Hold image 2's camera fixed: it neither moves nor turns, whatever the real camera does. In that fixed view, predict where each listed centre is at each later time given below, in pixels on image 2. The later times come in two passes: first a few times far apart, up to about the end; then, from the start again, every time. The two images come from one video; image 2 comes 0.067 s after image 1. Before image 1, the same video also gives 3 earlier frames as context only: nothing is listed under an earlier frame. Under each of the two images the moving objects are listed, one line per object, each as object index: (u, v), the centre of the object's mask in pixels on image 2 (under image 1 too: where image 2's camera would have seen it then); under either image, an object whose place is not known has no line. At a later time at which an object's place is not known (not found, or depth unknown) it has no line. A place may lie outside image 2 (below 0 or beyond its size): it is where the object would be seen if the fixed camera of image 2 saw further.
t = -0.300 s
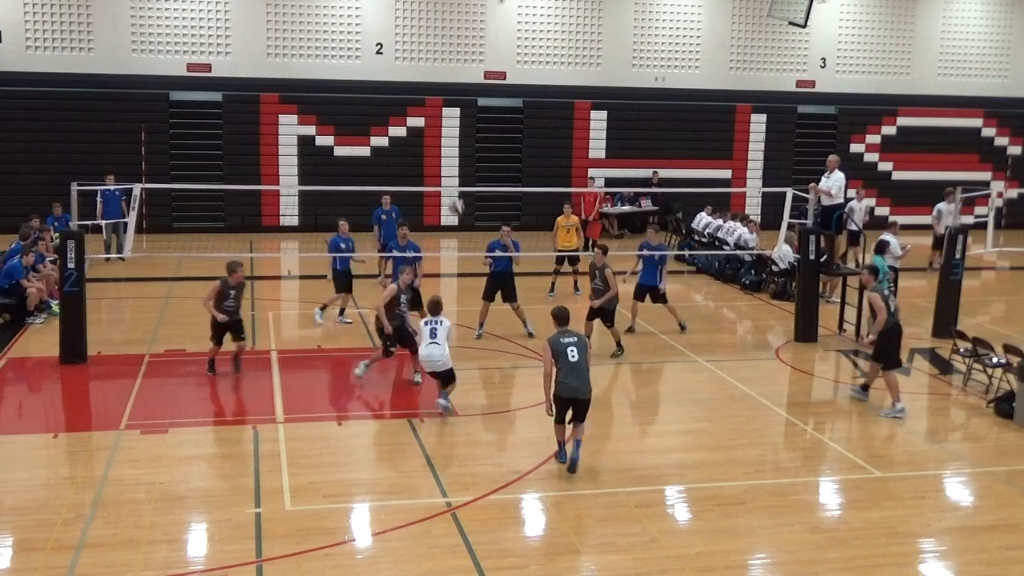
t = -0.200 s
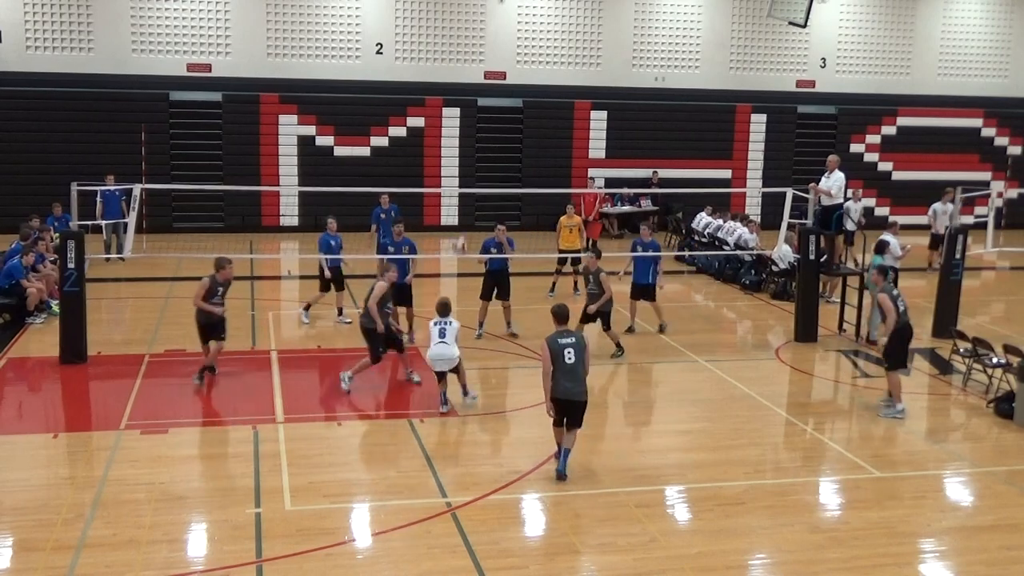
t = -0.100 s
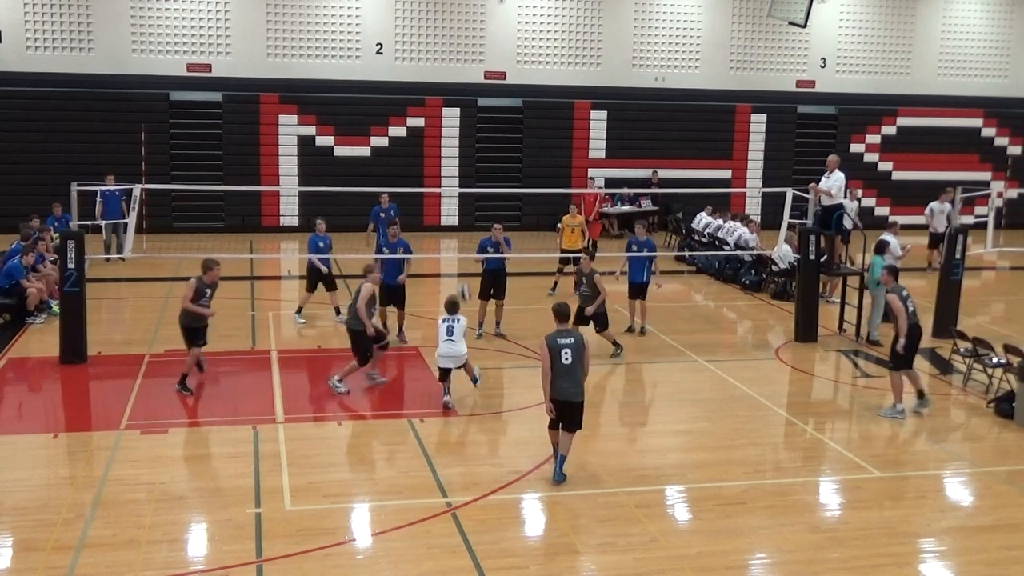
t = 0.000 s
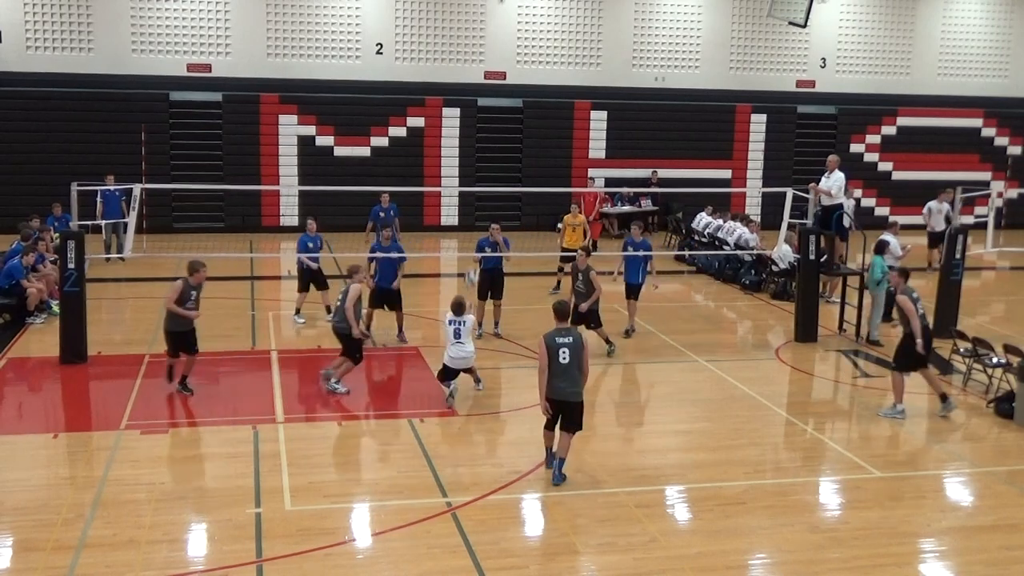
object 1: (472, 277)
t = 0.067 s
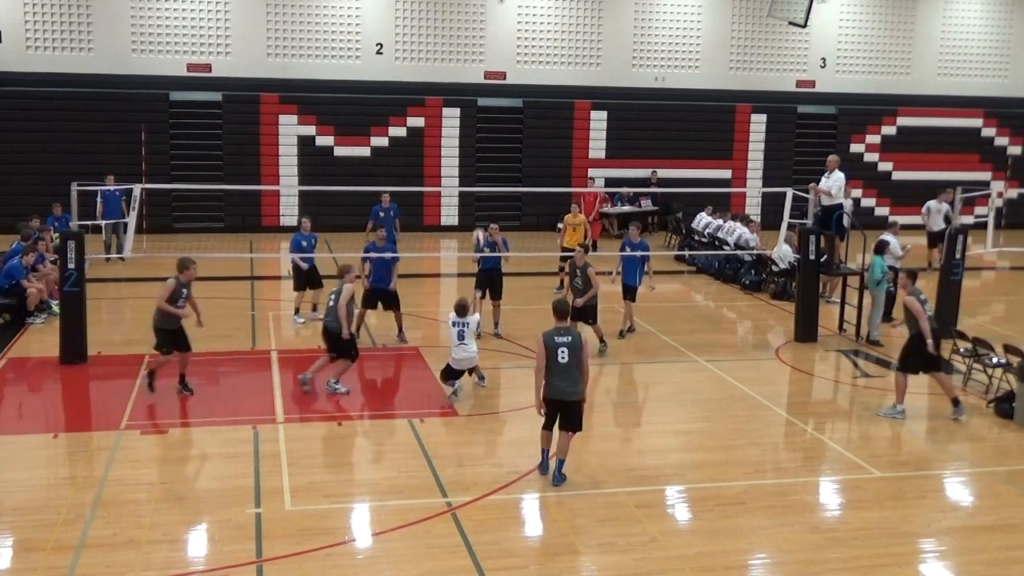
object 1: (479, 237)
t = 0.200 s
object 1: (491, 171)
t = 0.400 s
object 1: (508, 94)
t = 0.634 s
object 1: (529, 48)
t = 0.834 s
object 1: (546, 40)
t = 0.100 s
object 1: (481, 220)
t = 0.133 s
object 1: (484, 203)
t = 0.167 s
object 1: (488, 186)
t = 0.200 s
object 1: (491, 171)
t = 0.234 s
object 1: (494, 156)
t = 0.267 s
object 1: (497, 142)
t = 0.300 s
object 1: (500, 130)
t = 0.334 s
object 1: (503, 117)
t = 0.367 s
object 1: (506, 106)
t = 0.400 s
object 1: (508, 94)
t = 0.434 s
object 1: (512, 87)
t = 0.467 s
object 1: (515, 78)
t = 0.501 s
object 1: (517, 69)
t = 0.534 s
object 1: (520, 63)
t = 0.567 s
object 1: (523, 57)
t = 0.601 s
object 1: (526, 53)
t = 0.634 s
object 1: (529, 48)
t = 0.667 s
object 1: (532, 45)
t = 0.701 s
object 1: (534, 42)
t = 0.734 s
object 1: (537, 41)
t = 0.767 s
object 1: (539, 39)
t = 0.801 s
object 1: (542, 40)
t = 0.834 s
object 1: (546, 40)
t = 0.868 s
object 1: (548, 42)
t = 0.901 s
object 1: (550, 44)
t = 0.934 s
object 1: (553, 47)
